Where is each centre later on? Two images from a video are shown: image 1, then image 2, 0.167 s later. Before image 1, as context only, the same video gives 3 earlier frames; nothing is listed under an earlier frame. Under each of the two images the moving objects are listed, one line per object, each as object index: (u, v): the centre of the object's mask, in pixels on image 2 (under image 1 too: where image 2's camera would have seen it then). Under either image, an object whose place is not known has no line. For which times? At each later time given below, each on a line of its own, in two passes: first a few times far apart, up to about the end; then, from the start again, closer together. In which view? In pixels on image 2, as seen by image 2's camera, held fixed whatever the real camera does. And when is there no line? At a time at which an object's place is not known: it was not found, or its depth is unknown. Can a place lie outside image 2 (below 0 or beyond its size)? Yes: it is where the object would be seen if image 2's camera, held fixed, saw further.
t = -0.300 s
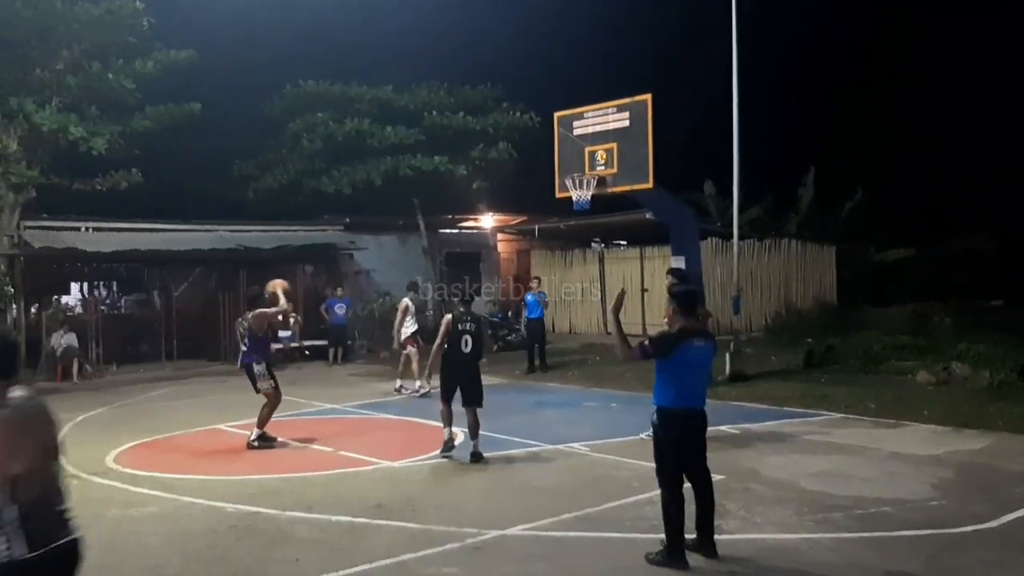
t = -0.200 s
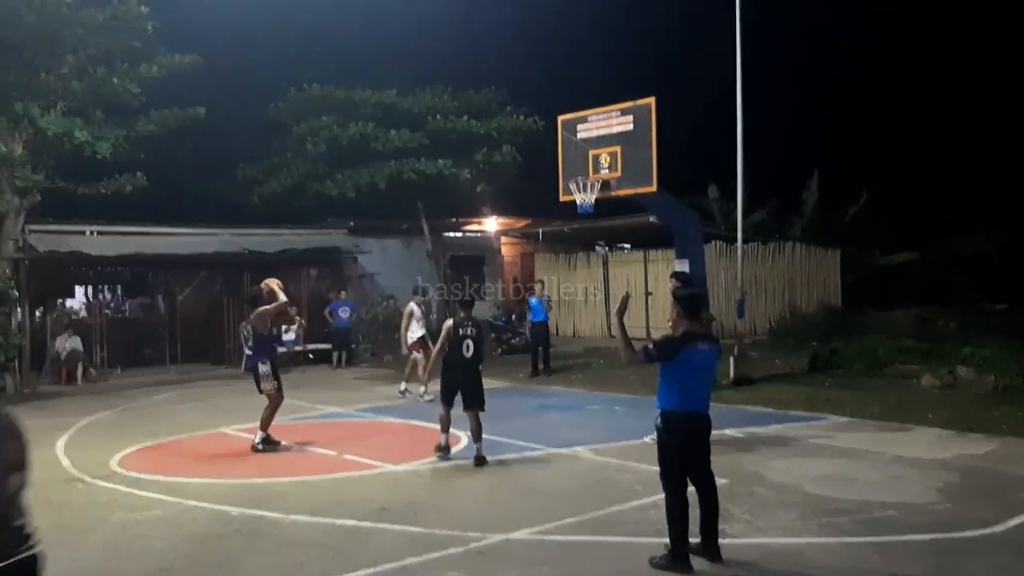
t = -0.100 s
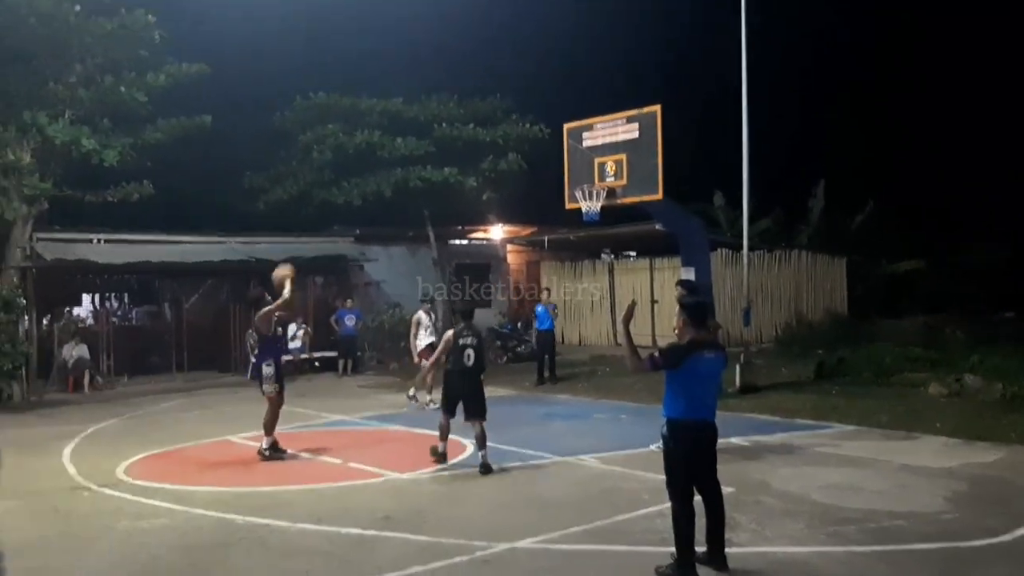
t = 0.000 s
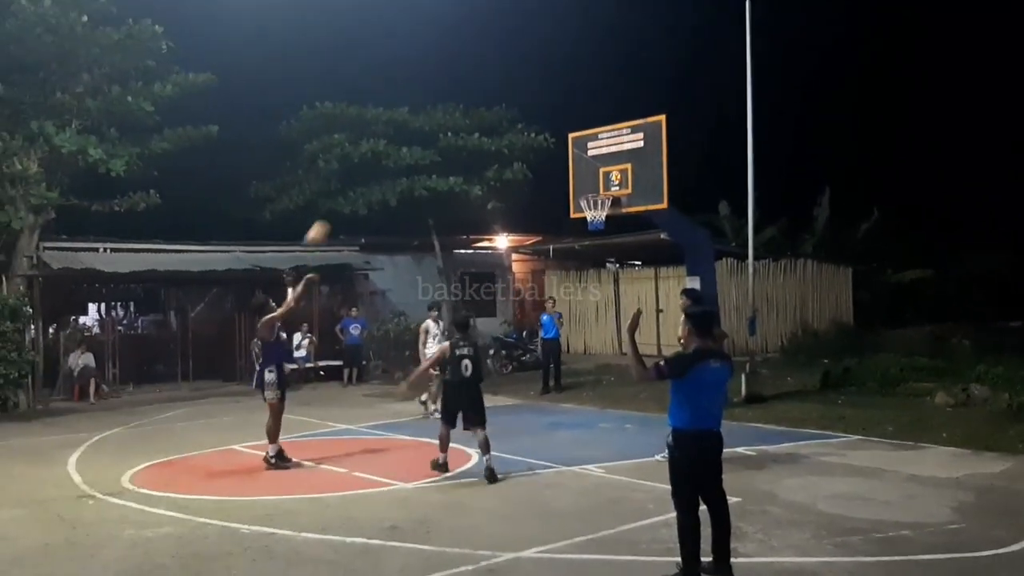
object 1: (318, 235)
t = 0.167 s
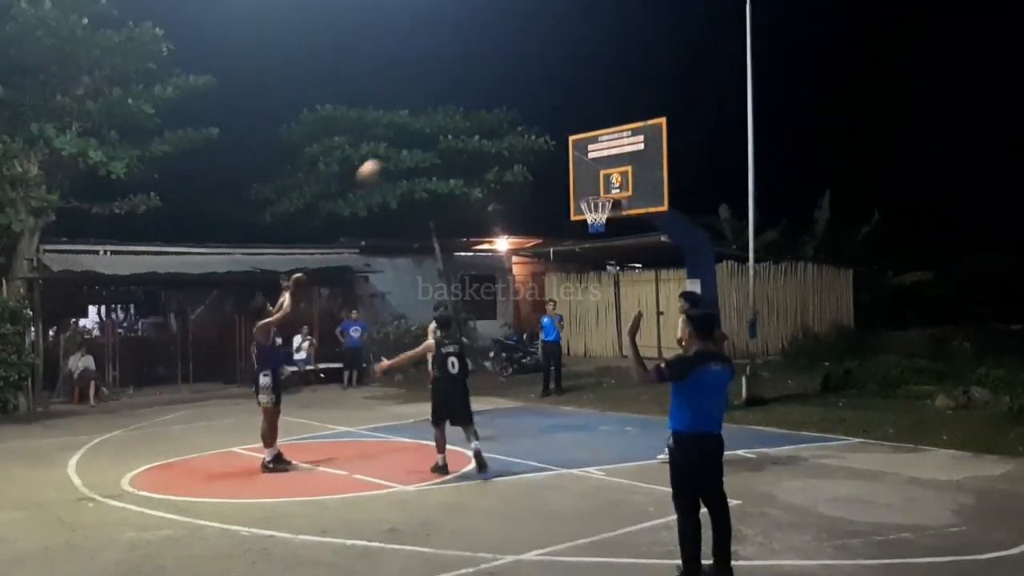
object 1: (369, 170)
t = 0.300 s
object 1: (409, 137)
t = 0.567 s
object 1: (480, 113)
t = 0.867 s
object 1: (554, 151)
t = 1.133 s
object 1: (603, 206)
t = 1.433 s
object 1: (592, 248)
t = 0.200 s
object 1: (379, 160)
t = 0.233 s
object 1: (388, 152)
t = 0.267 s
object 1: (399, 143)
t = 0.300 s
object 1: (409, 137)
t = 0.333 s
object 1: (418, 130)
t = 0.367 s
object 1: (427, 125)
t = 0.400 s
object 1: (435, 121)
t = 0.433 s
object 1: (445, 116)
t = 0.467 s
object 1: (454, 115)
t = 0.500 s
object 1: (463, 113)
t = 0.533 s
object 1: (472, 113)
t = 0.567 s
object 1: (480, 113)
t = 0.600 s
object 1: (489, 114)
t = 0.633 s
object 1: (498, 116)
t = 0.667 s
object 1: (506, 118)
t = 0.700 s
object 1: (514, 122)
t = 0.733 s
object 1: (522, 126)
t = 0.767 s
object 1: (529, 130)
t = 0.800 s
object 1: (539, 138)
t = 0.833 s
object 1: (547, 144)
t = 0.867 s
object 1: (554, 151)
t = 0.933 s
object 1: (568, 166)
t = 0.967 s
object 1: (576, 174)
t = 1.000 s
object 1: (583, 184)
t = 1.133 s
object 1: (603, 206)
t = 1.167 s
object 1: (602, 211)
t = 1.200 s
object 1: (600, 212)
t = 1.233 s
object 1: (599, 212)
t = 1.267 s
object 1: (599, 217)
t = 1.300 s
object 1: (597, 230)
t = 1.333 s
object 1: (595, 233)
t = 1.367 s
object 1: (595, 235)
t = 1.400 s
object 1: (594, 241)
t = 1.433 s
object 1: (592, 248)
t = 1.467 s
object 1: (591, 256)
